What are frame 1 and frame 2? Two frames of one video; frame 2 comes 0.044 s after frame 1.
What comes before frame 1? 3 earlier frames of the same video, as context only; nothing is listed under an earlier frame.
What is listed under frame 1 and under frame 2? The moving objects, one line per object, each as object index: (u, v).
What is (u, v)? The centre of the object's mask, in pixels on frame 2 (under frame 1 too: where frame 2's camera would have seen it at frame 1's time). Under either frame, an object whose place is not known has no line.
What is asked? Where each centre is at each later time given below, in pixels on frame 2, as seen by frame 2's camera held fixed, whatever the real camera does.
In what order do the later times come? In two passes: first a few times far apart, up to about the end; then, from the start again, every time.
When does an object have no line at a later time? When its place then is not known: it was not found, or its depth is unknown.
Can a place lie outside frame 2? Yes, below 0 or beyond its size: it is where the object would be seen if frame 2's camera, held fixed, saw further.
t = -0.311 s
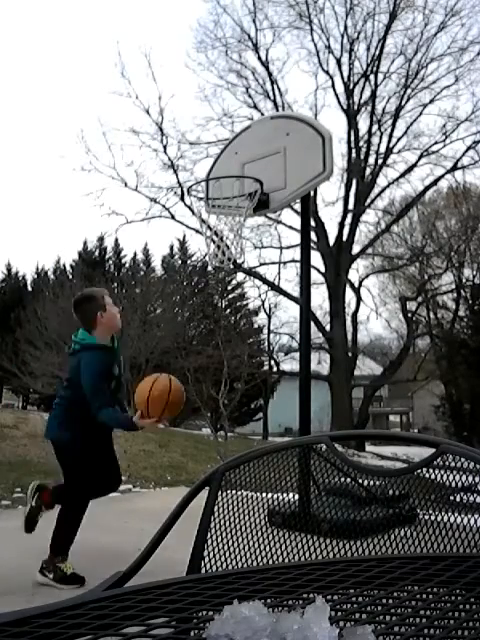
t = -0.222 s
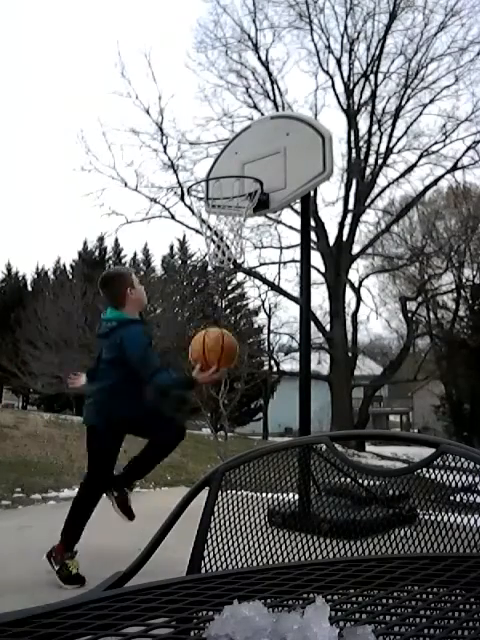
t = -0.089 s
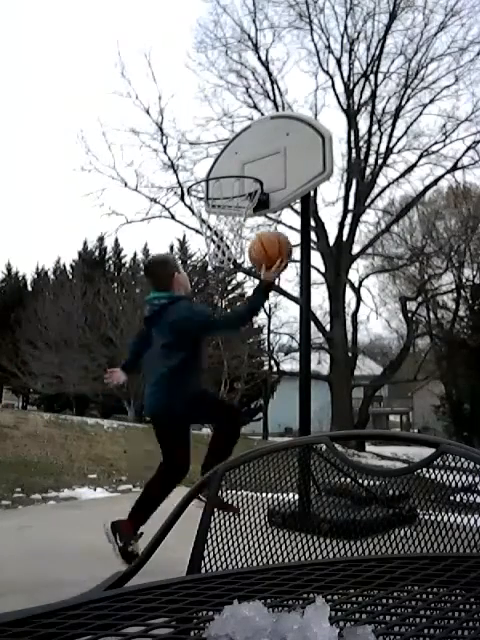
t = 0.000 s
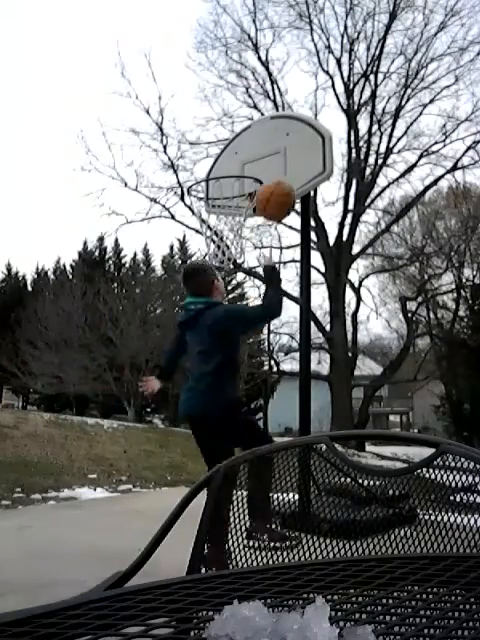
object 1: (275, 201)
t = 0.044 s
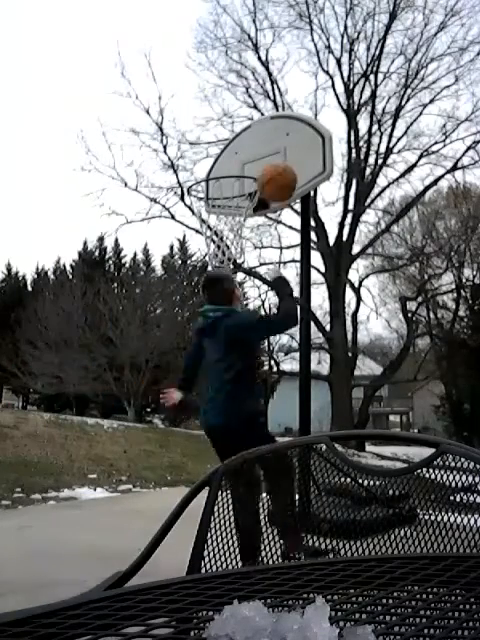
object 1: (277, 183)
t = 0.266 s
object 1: (284, 150)
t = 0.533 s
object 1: (271, 164)
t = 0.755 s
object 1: (289, 180)
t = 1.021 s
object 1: (318, 316)
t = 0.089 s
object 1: (278, 169)
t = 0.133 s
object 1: (280, 159)
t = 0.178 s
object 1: (281, 153)
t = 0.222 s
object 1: (283, 150)
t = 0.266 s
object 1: (284, 150)
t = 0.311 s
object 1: (285, 153)
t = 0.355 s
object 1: (286, 158)
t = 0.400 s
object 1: (280, 158)
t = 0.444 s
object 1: (274, 161)
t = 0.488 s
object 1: (269, 168)
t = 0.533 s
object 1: (271, 164)
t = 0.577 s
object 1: (274, 161)
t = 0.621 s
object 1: (278, 161)
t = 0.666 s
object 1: (282, 164)
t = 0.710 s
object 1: (285, 170)
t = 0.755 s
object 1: (289, 180)
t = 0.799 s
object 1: (293, 194)
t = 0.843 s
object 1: (297, 209)
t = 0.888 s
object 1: (303, 229)
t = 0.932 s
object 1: (308, 254)
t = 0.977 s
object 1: (313, 282)
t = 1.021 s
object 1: (318, 316)
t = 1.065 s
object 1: (326, 355)
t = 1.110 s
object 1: (332, 397)
